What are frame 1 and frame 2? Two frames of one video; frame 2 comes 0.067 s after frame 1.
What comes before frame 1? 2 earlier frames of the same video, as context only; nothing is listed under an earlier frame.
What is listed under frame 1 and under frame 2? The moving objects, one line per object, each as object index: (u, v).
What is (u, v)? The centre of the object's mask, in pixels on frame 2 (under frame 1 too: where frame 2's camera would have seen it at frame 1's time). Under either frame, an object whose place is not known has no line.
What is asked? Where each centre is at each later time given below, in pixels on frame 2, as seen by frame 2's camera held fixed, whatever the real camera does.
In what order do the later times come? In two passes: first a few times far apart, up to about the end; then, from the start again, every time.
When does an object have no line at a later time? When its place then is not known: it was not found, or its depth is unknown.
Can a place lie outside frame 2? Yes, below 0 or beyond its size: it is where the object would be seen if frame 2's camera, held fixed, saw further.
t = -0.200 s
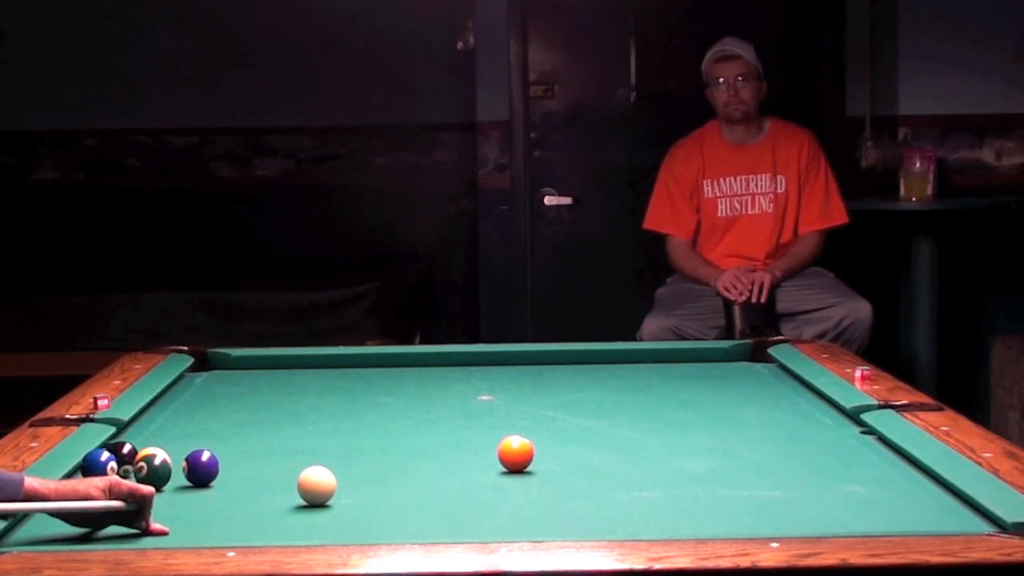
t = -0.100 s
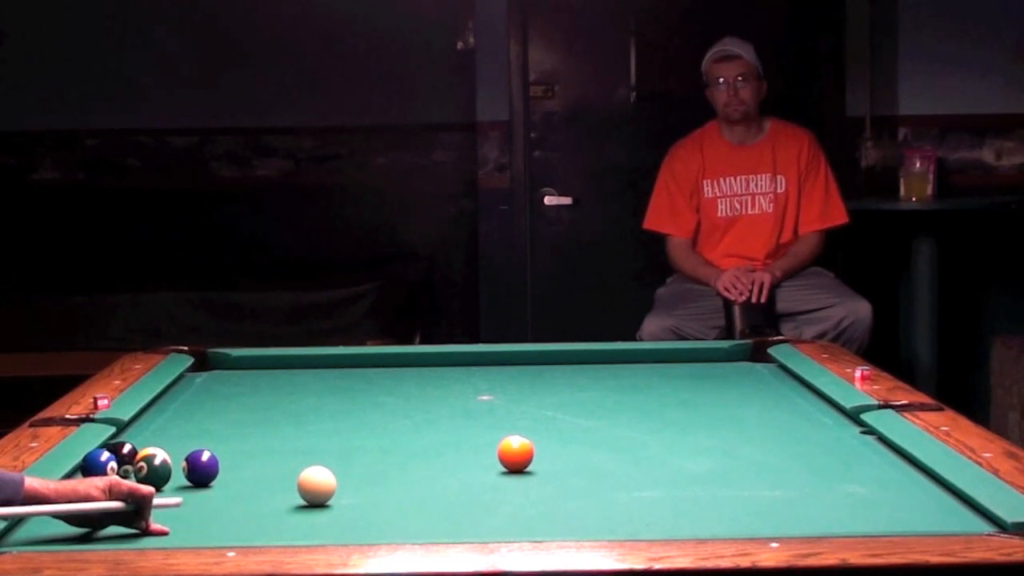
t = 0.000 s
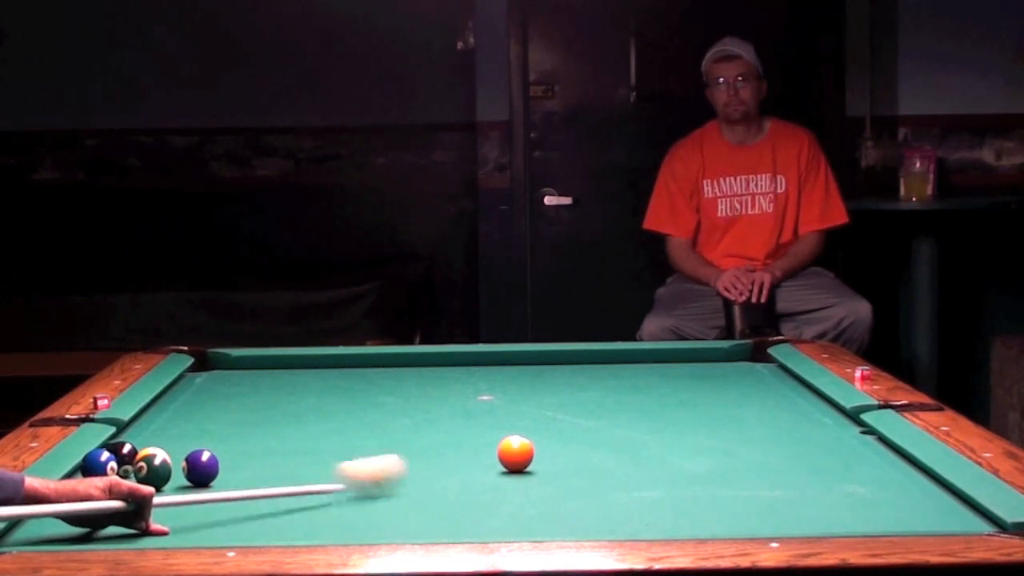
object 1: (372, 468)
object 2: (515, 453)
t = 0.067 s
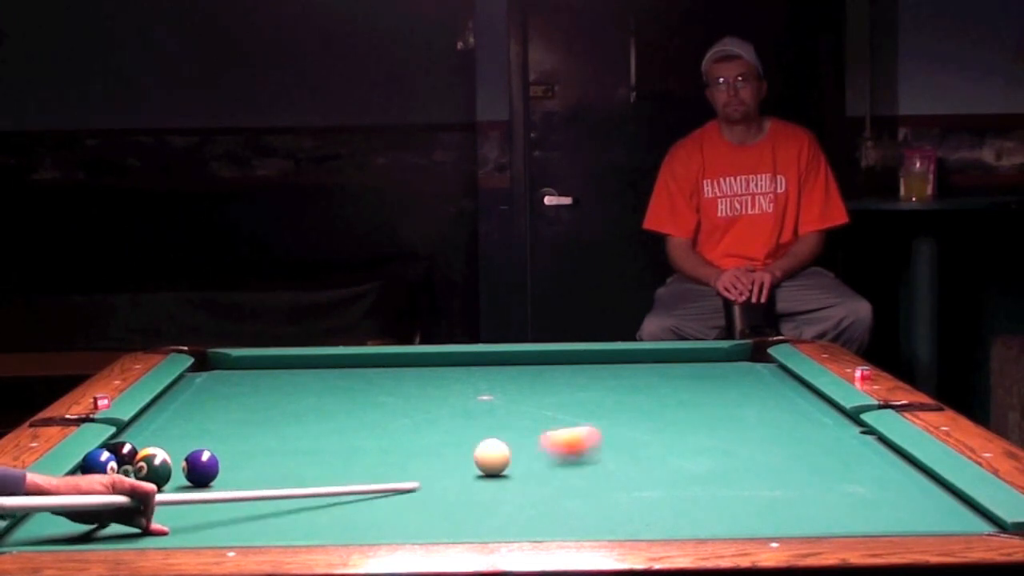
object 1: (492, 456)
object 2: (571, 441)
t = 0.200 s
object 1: (493, 456)
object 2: (818, 401)
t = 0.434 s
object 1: (493, 455)
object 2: (488, 380)
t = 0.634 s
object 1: (493, 455)
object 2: (289, 365)
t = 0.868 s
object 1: (493, 455)
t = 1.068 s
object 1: (493, 455)
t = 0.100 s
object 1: (492, 456)
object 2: (644, 429)
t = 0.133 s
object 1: (492, 456)
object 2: (712, 419)
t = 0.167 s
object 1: (492, 456)
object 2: (775, 410)
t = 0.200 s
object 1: (493, 456)
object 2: (818, 401)
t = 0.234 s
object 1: (493, 456)
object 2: (766, 397)
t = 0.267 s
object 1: (493, 456)
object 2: (714, 394)
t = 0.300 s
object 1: (493, 456)
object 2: (664, 391)
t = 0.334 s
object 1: (493, 456)
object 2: (617, 387)
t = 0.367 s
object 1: (493, 455)
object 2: (571, 385)
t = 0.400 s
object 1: (493, 455)
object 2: (529, 382)
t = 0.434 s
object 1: (493, 455)
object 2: (488, 380)
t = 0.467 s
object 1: (493, 455)
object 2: (450, 377)
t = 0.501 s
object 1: (493, 455)
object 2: (414, 374)
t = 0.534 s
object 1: (493, 455)
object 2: (380, 372)
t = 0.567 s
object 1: (493, 455)
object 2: (348, 369)
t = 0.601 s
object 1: (493, 455)
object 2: (317, 367)
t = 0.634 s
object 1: (493, 455)
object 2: (289, 365)
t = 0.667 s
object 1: (493, 455)
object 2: (261, 363)
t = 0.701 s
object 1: (493, 455)
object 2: (234, 361)
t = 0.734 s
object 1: (493, 455)
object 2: (209, 359)
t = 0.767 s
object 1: (493, 455)
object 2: (188, 355)
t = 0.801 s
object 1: (493, 455)
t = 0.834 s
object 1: (493, 455)
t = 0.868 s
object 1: (493, 455)
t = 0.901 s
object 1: (493, 455)
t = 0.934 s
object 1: (493, 455)
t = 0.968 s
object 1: (493, 455)
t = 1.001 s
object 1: (493, 455)
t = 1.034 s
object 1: (493, 455)
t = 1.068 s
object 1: (493, 455)
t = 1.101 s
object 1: (493, 455)
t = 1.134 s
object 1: (493, 455)
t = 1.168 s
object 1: (493, 455)
